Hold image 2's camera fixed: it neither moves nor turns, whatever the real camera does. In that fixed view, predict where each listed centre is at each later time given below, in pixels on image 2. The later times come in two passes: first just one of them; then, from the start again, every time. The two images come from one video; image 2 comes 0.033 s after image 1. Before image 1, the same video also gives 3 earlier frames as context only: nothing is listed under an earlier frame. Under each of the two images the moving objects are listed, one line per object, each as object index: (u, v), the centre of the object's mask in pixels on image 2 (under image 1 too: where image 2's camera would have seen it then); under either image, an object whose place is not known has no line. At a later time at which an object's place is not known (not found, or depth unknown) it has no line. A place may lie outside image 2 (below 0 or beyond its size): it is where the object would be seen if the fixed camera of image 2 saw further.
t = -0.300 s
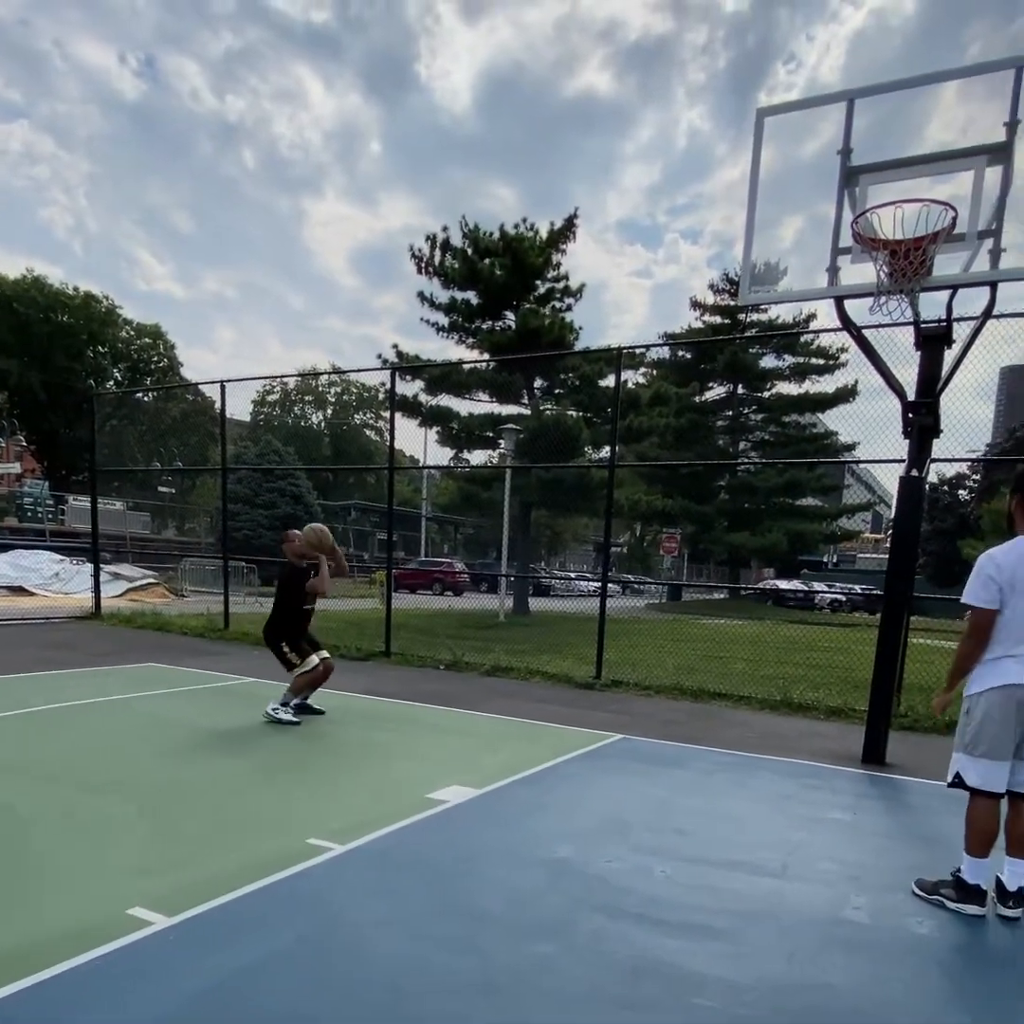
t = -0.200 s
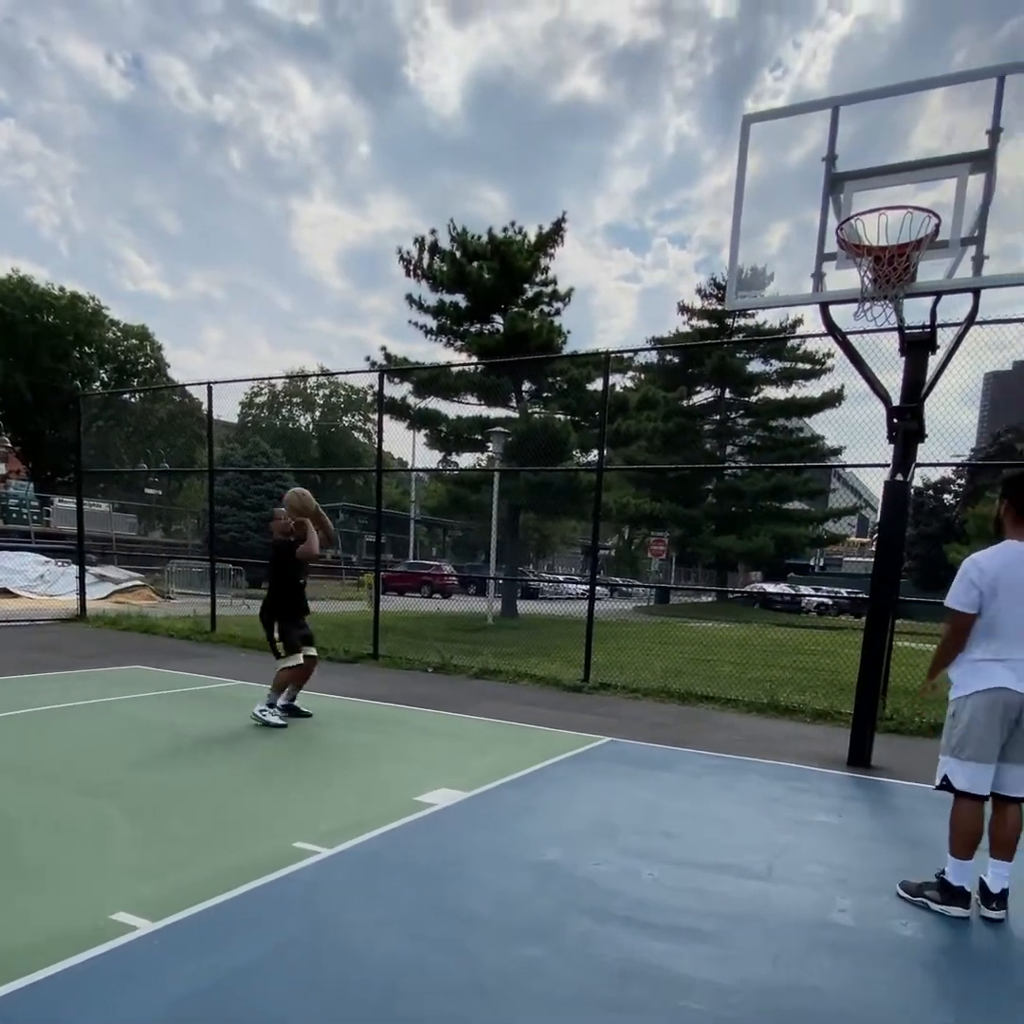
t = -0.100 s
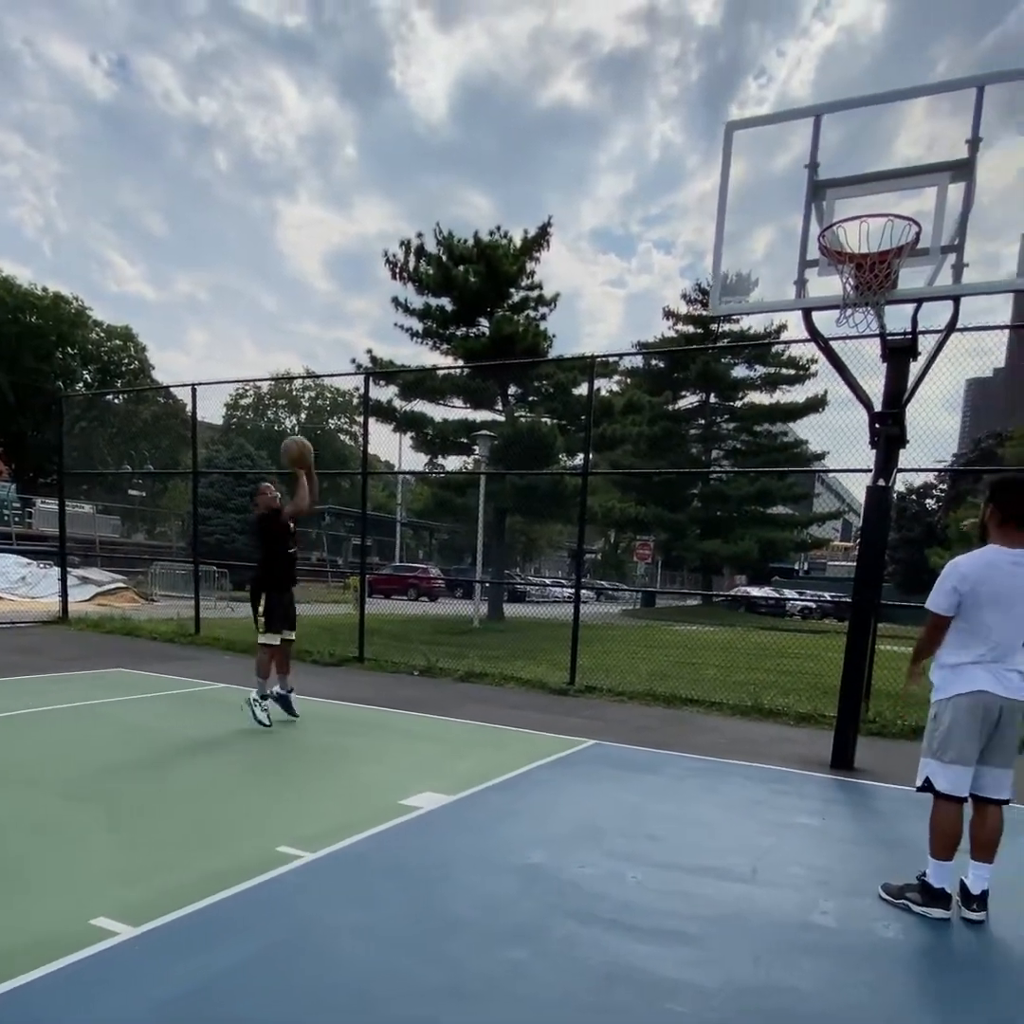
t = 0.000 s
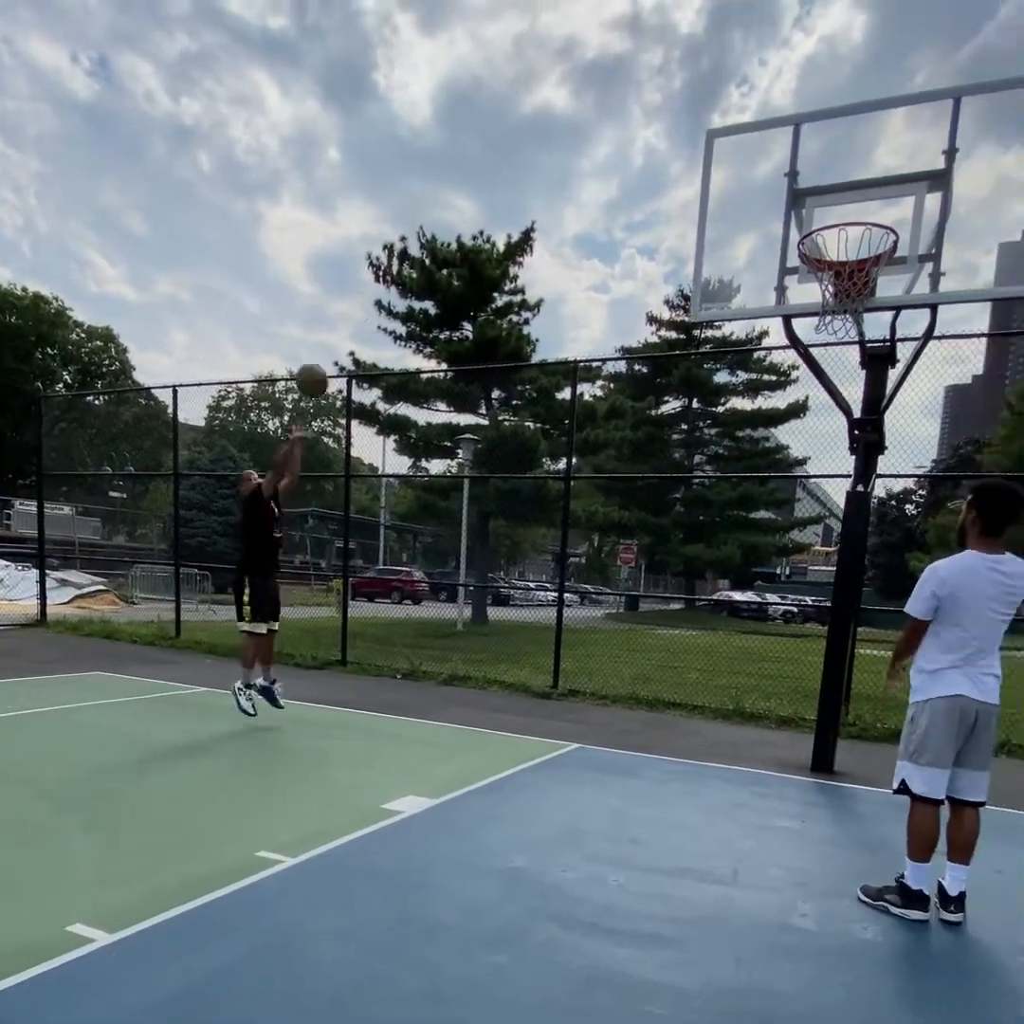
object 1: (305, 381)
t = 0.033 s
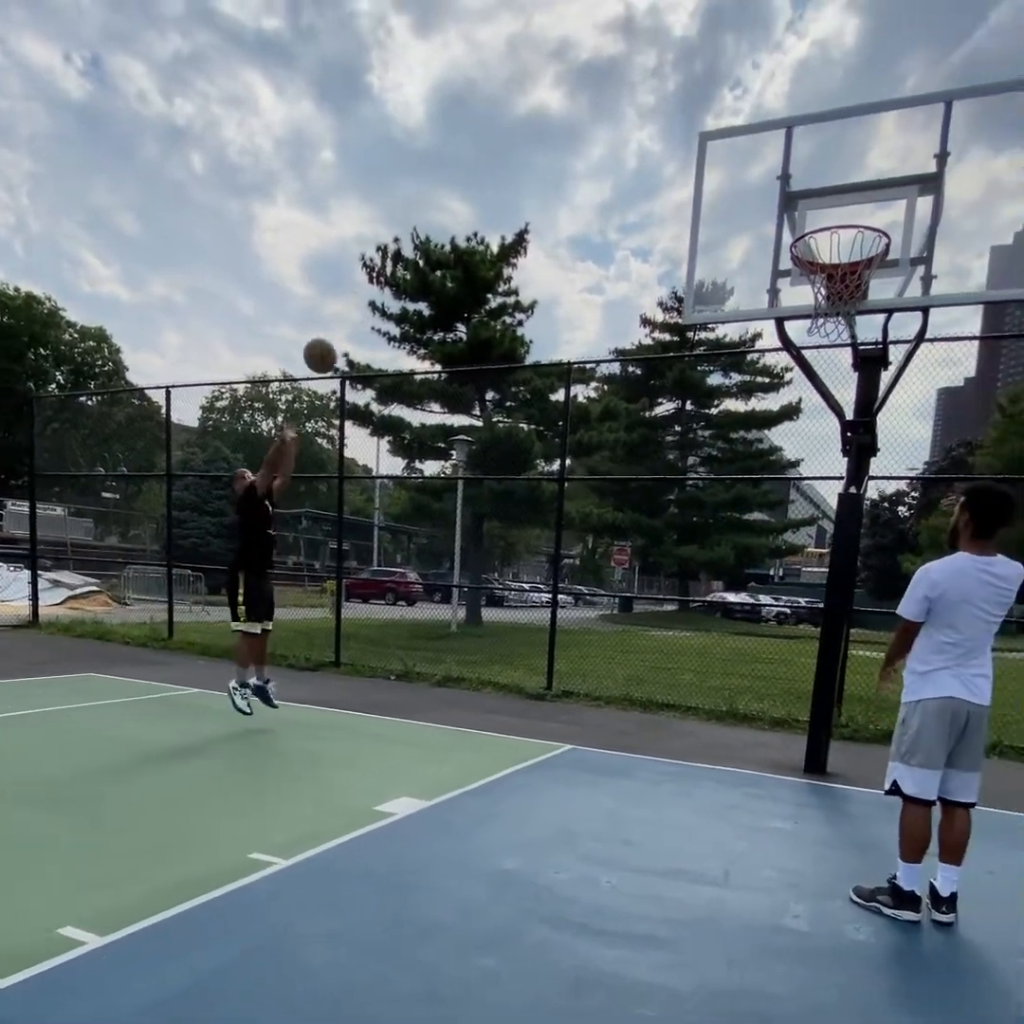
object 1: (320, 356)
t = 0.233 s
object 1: (409, 227)
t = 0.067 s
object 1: (334, 331)
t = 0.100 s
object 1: (348, 308)
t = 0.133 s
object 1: (363, 286)
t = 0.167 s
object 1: (377, 265)
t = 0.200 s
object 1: (394, 246)
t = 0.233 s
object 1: (409, 227)
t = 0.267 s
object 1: (424, 209)
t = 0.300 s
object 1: (441, 193)
